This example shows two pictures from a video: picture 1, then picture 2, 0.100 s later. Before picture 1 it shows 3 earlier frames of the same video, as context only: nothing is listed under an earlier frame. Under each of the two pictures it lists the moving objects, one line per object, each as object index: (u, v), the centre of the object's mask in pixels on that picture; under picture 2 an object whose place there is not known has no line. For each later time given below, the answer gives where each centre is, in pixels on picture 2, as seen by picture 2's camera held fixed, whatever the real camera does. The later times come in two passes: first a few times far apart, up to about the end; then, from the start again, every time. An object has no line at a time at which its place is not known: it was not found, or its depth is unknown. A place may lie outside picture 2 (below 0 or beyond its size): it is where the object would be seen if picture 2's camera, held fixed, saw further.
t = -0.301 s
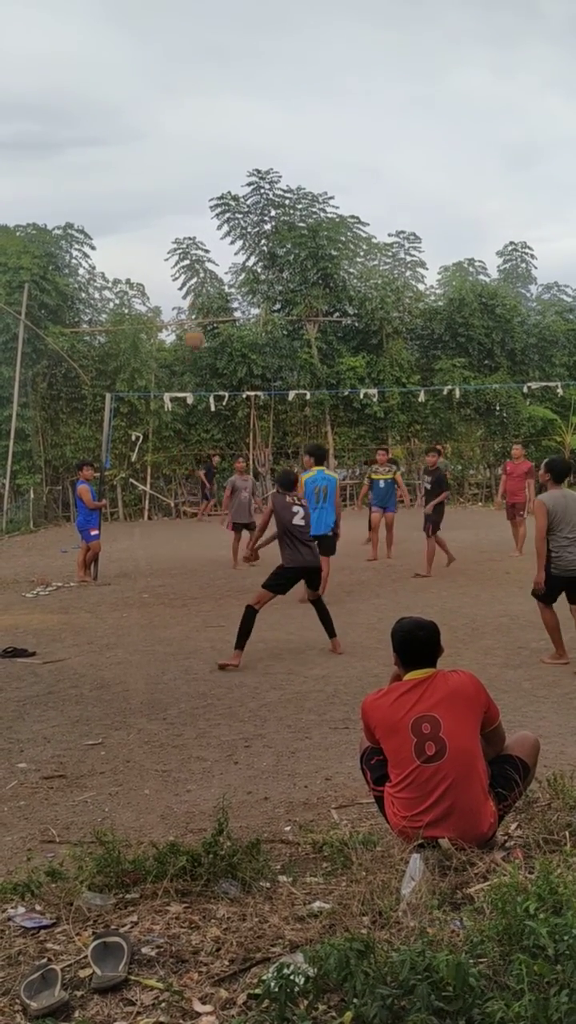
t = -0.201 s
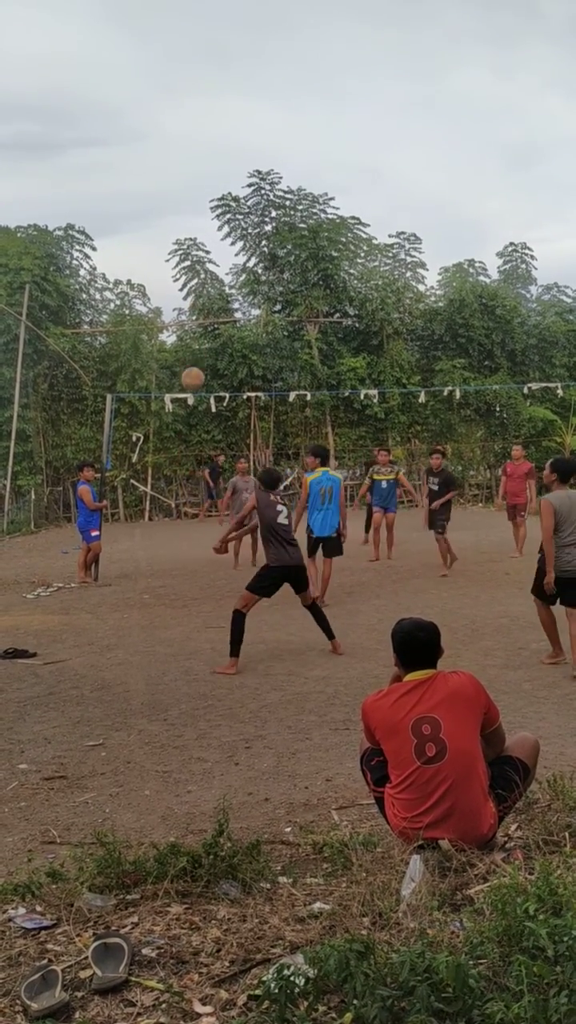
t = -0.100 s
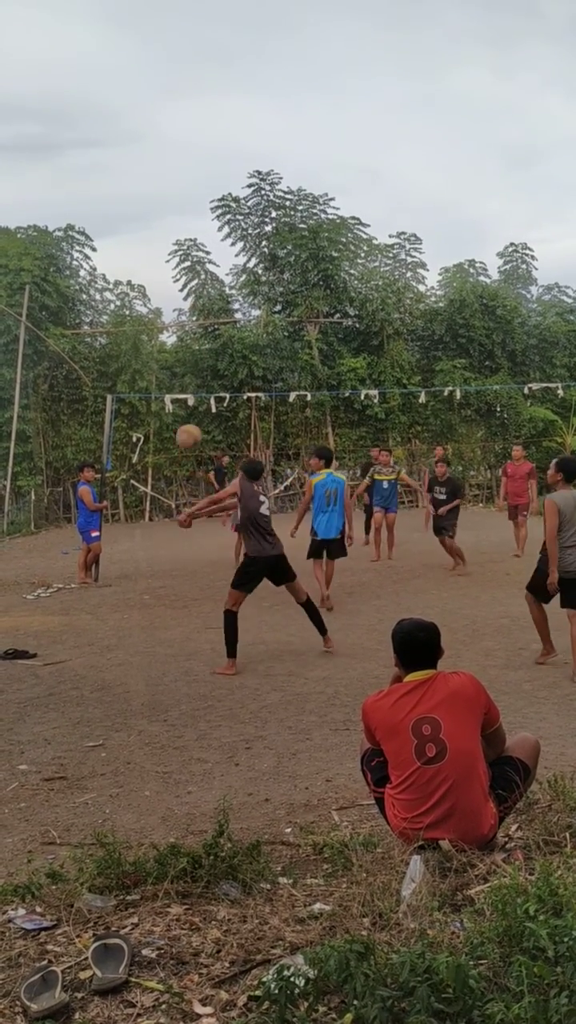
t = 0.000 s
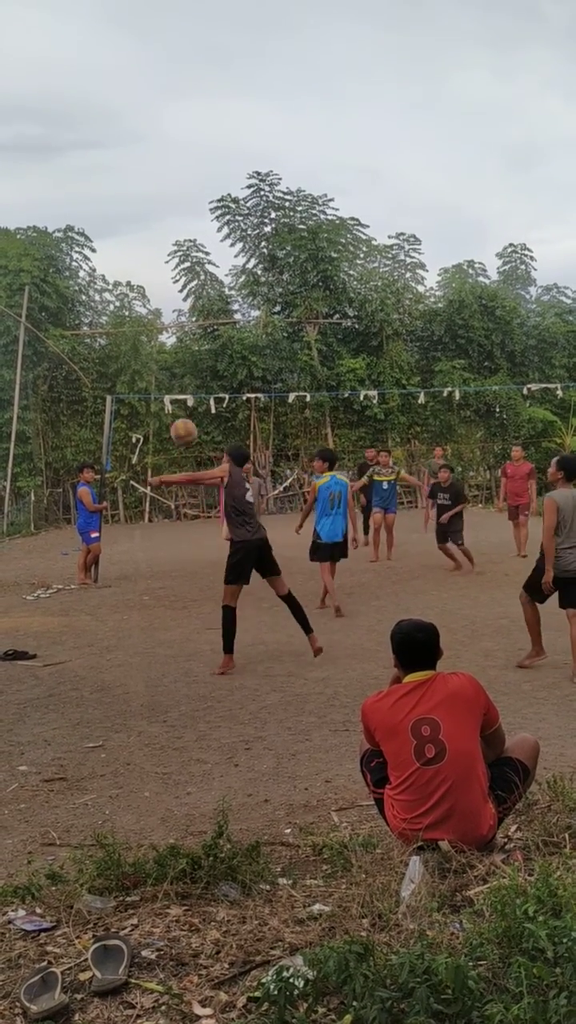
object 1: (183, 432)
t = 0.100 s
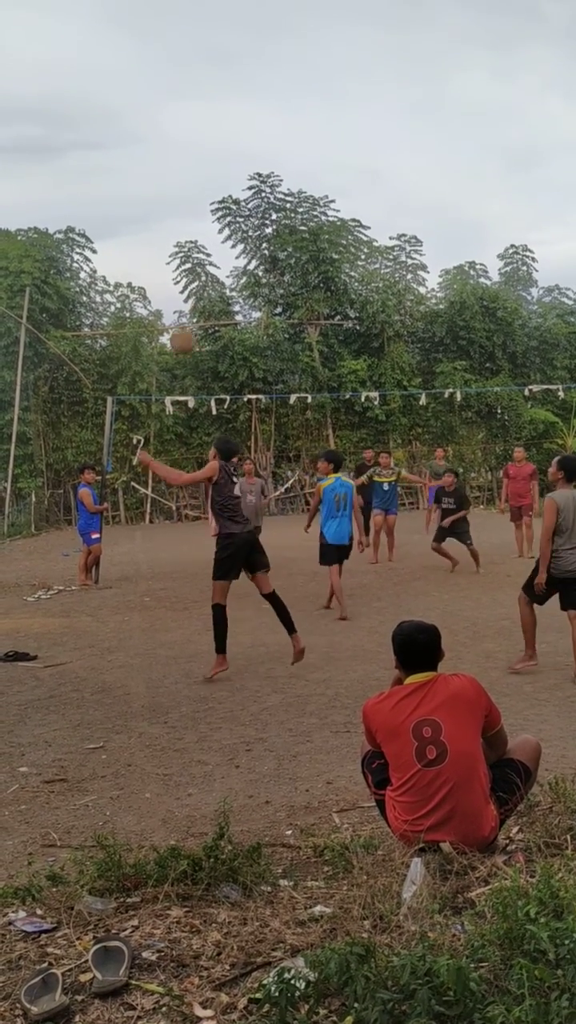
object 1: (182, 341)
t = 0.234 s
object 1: (182, 246)
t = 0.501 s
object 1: (188, 136)
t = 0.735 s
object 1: (195, 113)
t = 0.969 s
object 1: (202, 146)
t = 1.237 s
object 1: (213, 239)
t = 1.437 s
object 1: (220, 340)
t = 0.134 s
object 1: (182, 315)
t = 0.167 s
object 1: (181, 291)
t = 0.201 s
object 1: (182, 267)
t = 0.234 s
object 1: (182, 246)
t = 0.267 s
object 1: (183, 227)
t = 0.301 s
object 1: (184, 209)
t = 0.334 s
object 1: (184, 193)
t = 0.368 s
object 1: (185, 179)
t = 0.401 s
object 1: (185, 166)
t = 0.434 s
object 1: (186, 154)
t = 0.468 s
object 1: (187, 145)
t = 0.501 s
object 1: (188, 136)
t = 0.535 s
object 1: (189, 129)
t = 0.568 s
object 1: (189, 123)
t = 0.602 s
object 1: (190, 118)
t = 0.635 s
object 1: (191, 115)
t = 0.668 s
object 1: (192, 113)
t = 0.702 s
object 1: (193, 112)
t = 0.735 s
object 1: (195, 113)
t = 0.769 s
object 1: (196, 114)
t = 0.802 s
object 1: (197, 117)
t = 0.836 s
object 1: (198, 120)
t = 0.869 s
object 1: (199, 125)
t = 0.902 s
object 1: (200, 131)
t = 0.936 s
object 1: (201, 138)
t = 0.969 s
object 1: (202, 146)
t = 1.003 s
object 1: (203, 154)
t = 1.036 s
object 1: (205, 163)
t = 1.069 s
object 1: (206, 174)
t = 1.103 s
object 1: (207, 185)
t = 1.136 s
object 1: (209, 197)
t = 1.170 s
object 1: (209, 211)
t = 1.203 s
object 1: (211, 225)
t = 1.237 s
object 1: (213, 239)
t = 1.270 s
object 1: (214, 254)
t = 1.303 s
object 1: (215, 270)
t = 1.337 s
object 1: (217, 287)
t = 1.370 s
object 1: (219, 305)
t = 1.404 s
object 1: (219, 321)
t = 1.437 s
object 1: (220, 340)
